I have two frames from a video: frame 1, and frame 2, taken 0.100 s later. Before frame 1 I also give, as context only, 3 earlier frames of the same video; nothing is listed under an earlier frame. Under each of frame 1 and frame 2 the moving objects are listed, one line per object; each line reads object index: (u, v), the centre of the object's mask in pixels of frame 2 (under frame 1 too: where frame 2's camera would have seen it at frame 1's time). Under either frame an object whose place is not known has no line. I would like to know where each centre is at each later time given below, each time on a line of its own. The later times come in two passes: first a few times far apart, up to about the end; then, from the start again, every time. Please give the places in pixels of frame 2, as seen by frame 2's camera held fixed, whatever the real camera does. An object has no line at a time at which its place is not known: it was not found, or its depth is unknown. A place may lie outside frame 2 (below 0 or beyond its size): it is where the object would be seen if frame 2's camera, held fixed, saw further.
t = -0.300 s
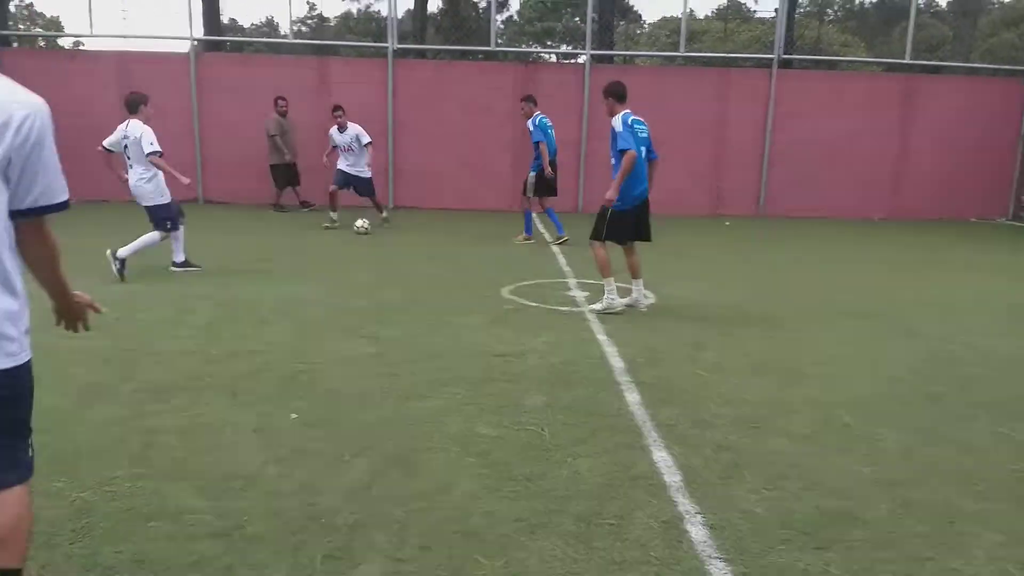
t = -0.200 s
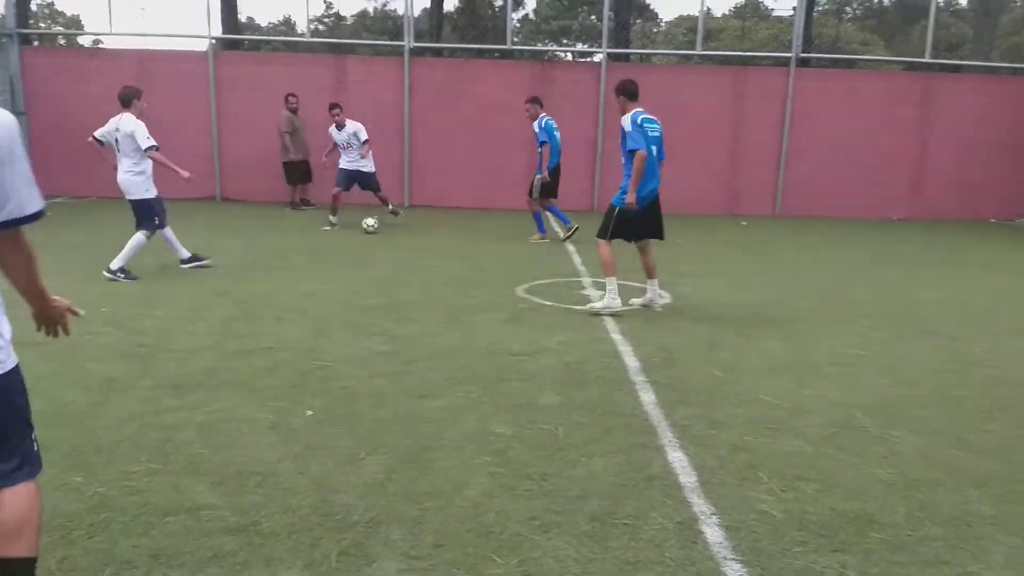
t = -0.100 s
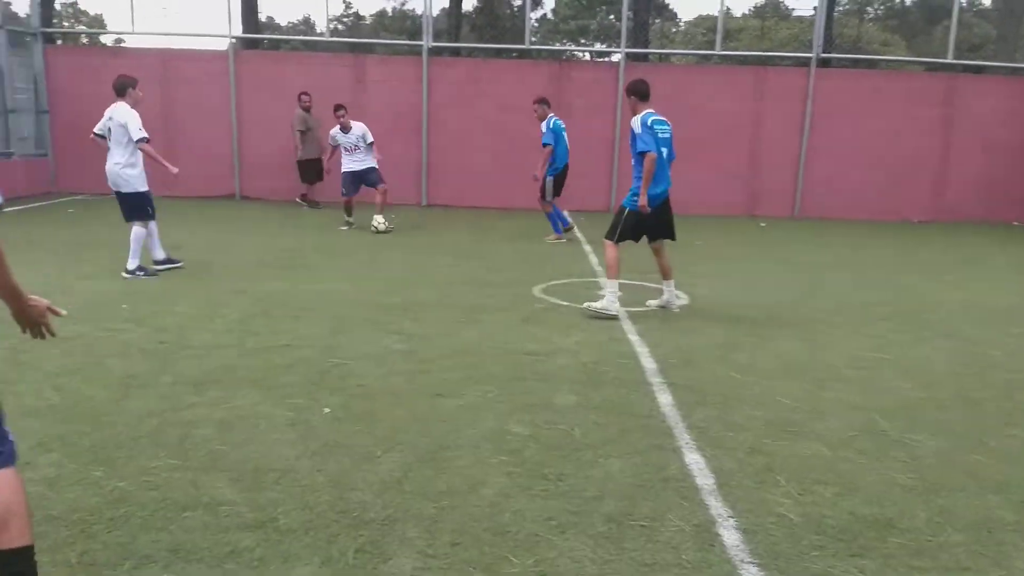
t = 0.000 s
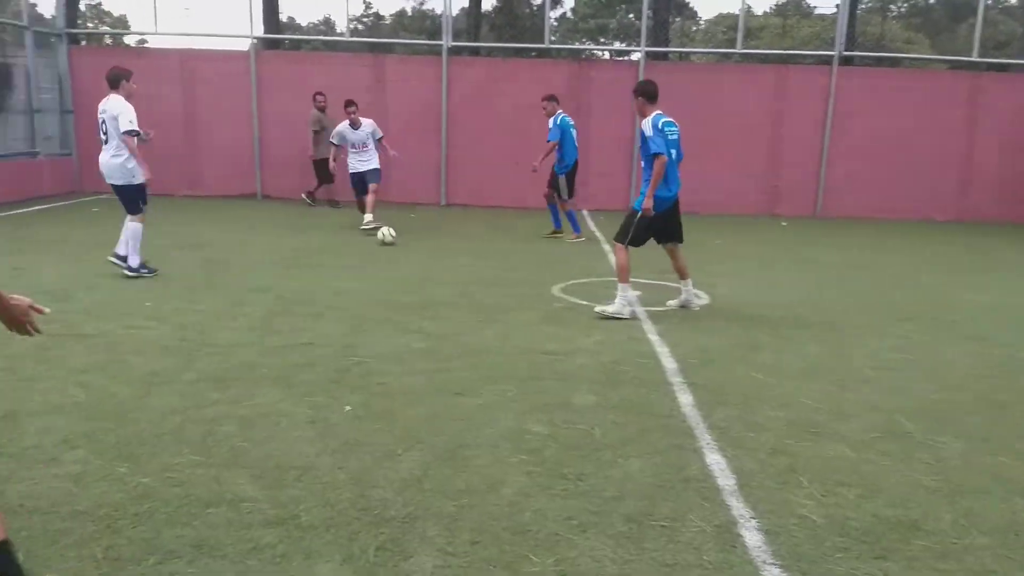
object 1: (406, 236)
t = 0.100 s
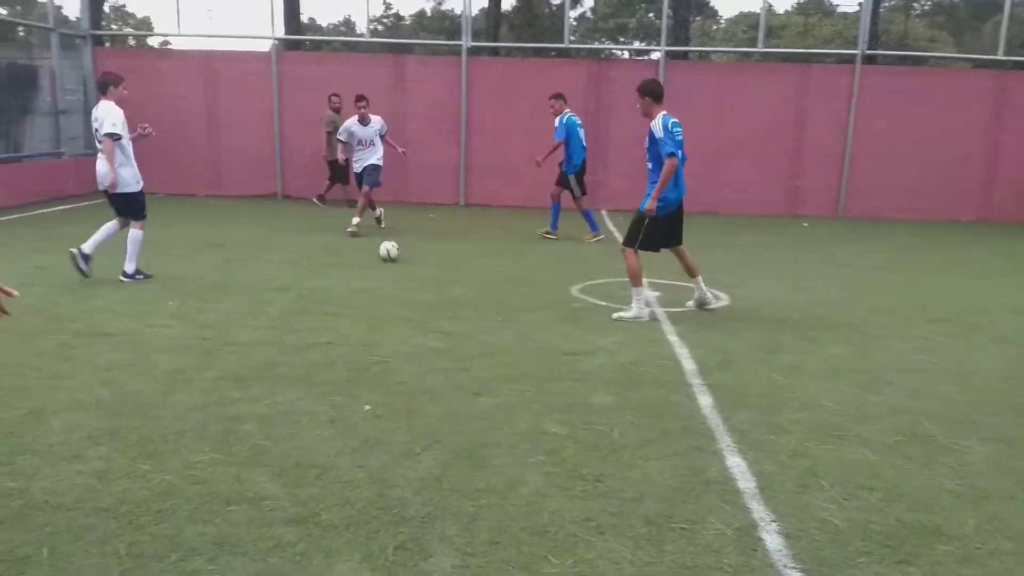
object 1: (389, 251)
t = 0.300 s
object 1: (345, 291)
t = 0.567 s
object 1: (247, 375)
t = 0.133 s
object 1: (383, 257)
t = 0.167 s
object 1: (376, 264)
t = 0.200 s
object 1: (369, 269)
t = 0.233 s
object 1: (362, 275)
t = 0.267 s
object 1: (354, 282)
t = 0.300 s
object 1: (345, 291)
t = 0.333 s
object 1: (335, 299)
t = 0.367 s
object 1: (326, 305)
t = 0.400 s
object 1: (315, 313)
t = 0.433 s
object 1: (303, 323)
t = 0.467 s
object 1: (291, 336)
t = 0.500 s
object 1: (276, 352)
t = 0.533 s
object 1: (263, 363)
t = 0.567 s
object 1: (247, 375)
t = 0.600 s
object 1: (229, 393)
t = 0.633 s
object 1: (208, 414)
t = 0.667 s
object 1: (187, 431)
